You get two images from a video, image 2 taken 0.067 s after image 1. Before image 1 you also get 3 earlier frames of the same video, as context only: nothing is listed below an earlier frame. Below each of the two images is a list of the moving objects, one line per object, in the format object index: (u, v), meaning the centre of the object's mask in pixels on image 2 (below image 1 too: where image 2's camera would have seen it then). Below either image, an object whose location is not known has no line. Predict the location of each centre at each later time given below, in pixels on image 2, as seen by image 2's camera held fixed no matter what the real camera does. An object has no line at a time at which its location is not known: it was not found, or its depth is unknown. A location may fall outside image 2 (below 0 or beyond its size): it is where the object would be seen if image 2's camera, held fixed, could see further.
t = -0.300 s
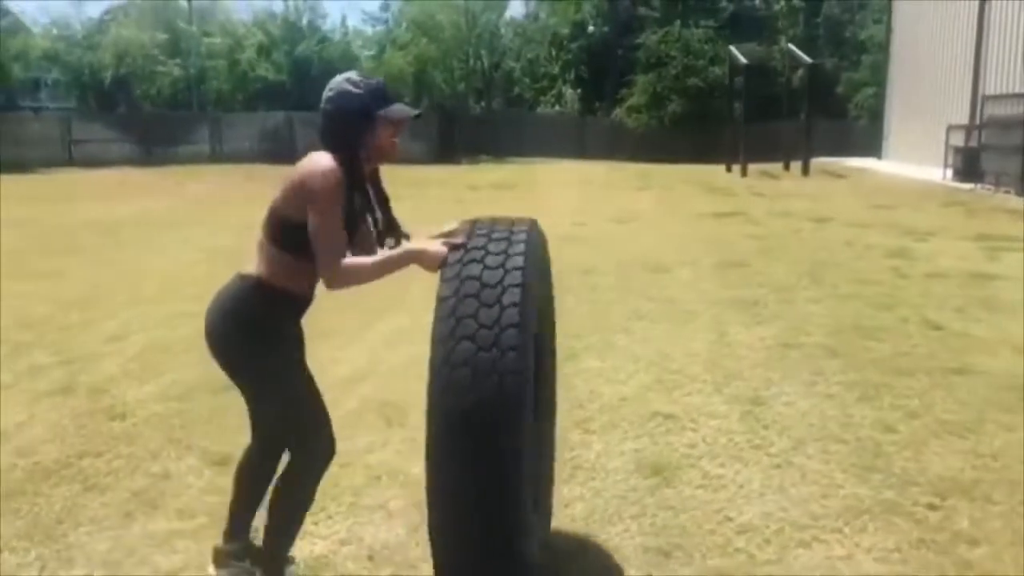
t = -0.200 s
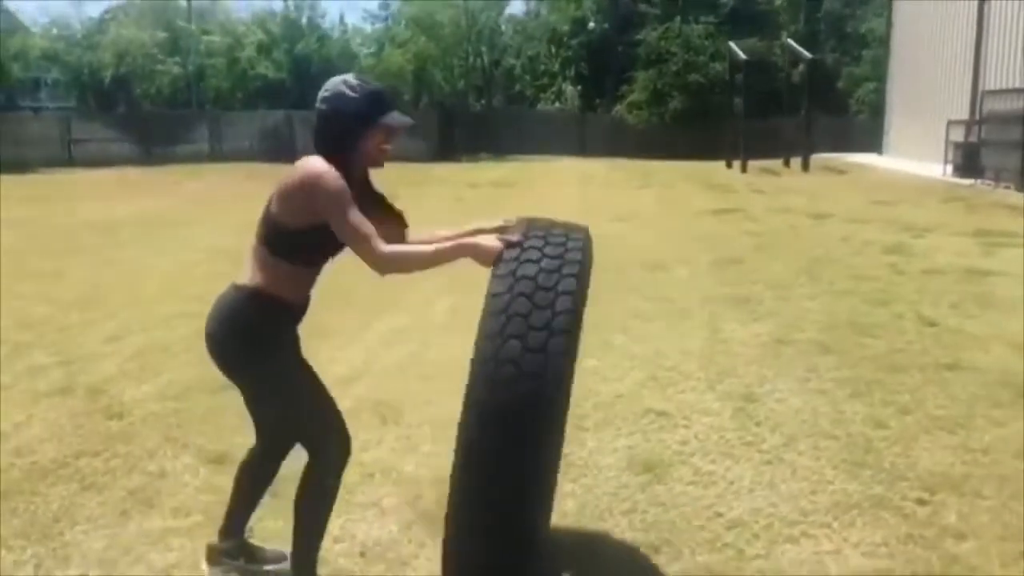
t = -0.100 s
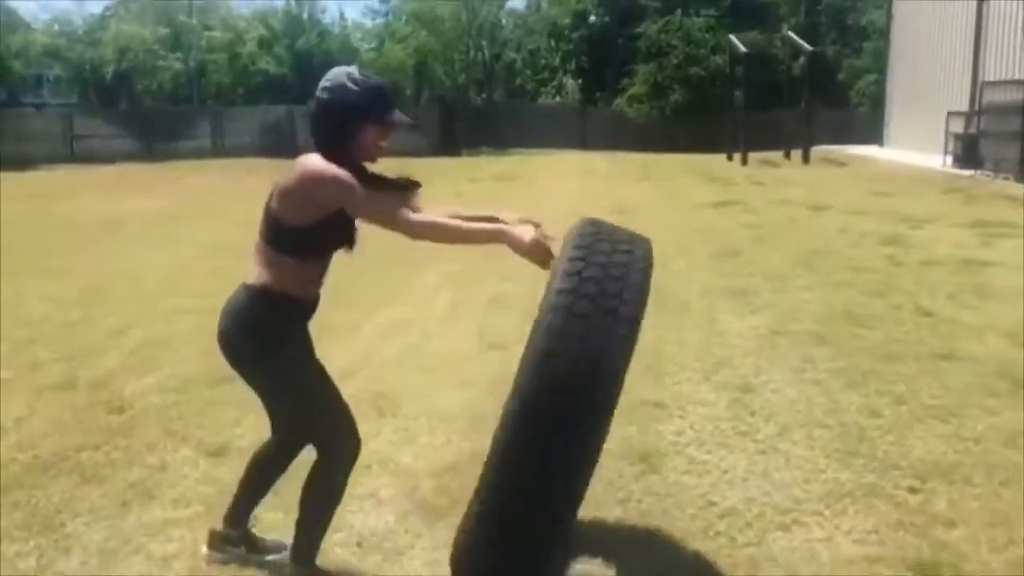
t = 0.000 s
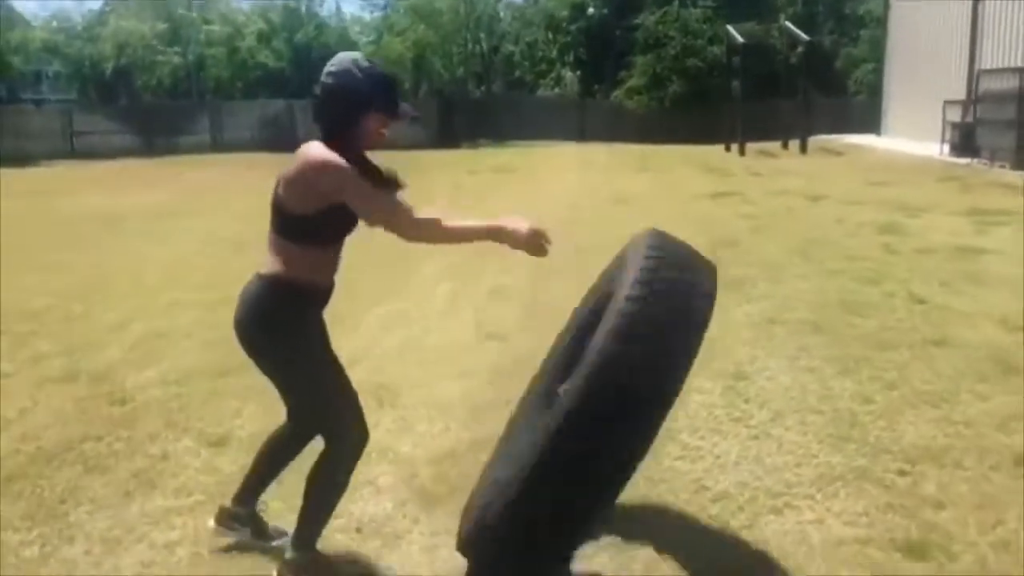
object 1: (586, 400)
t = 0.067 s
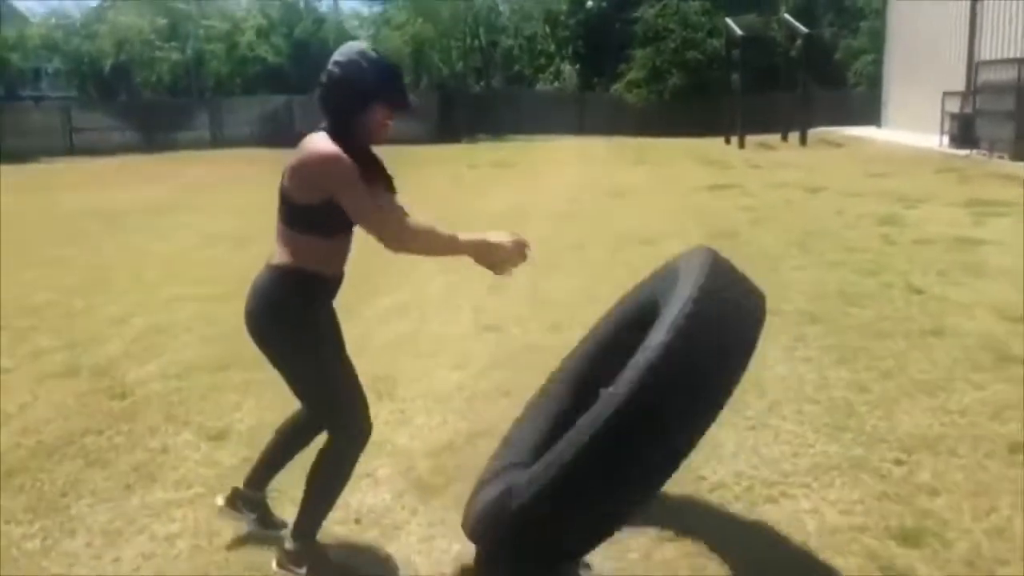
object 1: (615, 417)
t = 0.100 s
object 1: (630, 427)
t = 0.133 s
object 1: (645, 440)
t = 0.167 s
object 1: (660, 455)
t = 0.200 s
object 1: (674, 473)
